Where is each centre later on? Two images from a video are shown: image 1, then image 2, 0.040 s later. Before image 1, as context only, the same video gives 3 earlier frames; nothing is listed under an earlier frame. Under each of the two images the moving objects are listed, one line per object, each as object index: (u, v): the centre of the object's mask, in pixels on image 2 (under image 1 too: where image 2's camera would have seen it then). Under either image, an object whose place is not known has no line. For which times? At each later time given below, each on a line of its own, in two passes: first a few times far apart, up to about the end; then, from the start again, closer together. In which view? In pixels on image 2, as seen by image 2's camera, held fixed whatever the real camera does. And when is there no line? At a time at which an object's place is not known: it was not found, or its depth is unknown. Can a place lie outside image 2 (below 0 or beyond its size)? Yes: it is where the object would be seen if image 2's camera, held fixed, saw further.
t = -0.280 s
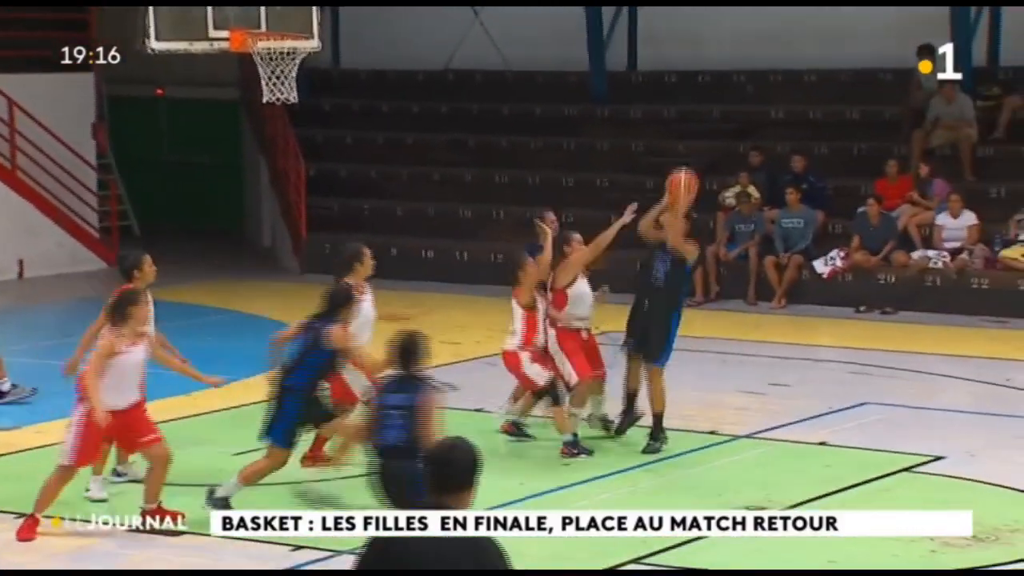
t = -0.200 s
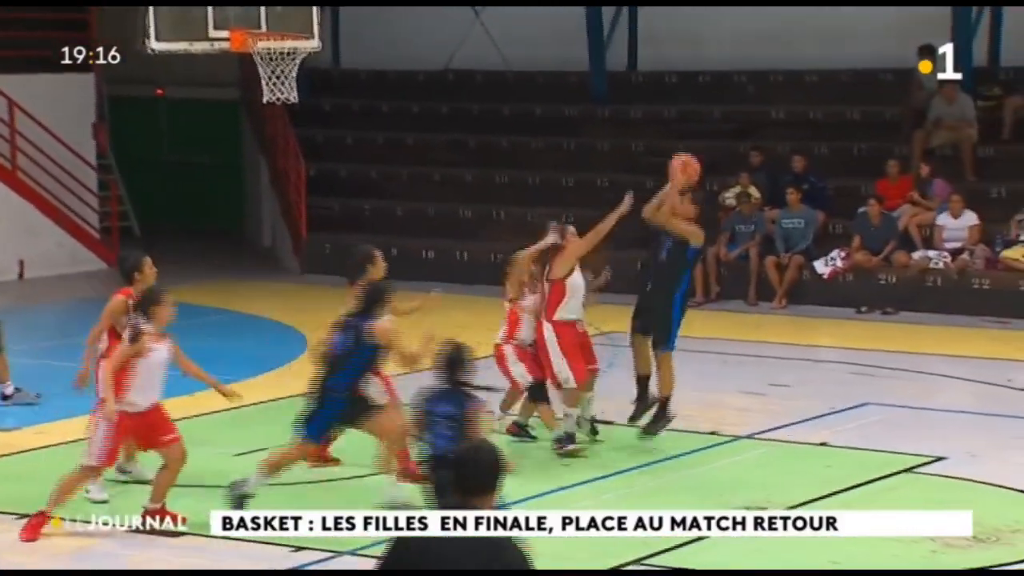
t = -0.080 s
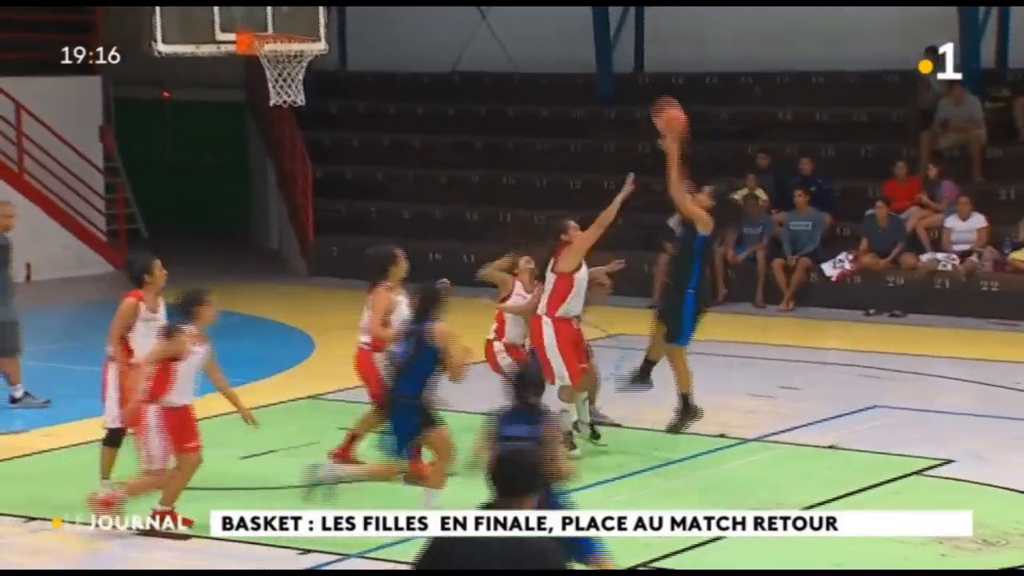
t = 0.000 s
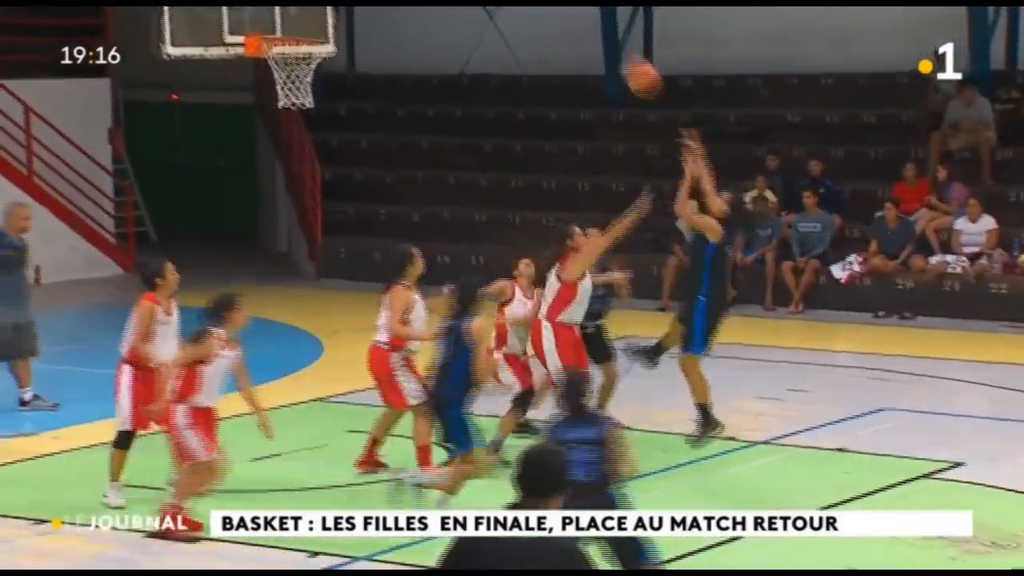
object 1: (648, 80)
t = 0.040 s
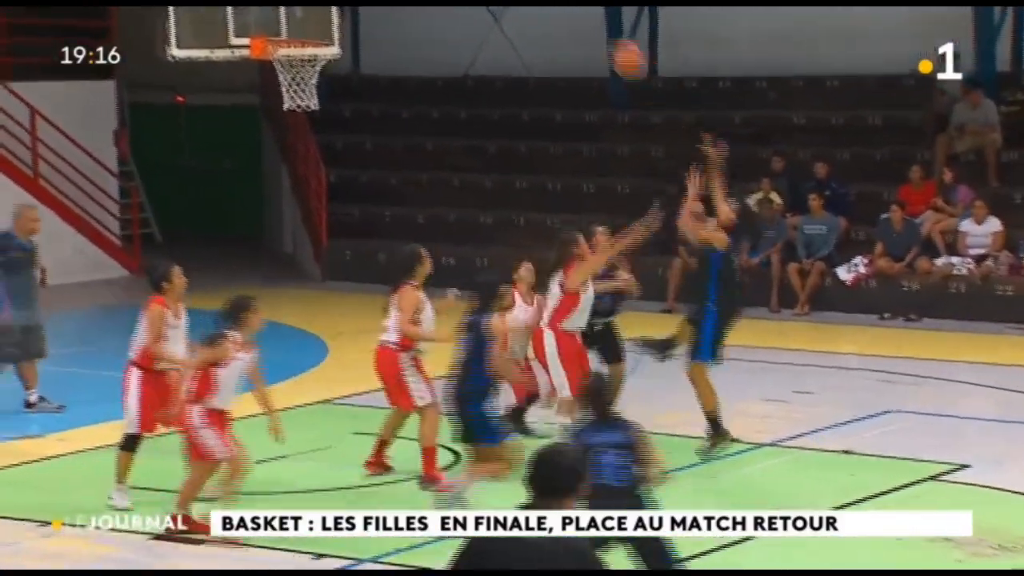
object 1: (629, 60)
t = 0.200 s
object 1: (551, 6)
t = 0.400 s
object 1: (457, -21)
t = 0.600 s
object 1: (364, 12)
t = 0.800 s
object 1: (350, -3)
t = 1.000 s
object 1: (363, 1)
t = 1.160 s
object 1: (376, 43)
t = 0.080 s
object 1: (608, 41)
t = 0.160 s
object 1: (570, 15)
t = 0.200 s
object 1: (551, 6)
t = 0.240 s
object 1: (530, 0)
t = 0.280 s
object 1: (512, -7)
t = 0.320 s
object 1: (491, -13)
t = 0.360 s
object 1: (474, -17)
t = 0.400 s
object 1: (457, -21)
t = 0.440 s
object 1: (438, -22)
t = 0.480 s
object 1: (419, -17)
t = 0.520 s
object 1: (400, -10)
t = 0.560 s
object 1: (383, 0)
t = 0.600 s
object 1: (364, 12)
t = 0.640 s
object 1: (347, 23)
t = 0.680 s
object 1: (343, 21)
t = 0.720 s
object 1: (345, 10)
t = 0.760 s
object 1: (347, 3)
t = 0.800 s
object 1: (350, -3)
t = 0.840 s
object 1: (352, -7)
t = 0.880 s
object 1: (355, -8)
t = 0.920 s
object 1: (357, -7)
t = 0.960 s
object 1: (360, -4)
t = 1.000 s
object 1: (363, 1)
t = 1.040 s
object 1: (366, 8)
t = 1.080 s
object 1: (369, 17)
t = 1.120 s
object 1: (372, 29)
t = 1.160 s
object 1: (376, 43)
